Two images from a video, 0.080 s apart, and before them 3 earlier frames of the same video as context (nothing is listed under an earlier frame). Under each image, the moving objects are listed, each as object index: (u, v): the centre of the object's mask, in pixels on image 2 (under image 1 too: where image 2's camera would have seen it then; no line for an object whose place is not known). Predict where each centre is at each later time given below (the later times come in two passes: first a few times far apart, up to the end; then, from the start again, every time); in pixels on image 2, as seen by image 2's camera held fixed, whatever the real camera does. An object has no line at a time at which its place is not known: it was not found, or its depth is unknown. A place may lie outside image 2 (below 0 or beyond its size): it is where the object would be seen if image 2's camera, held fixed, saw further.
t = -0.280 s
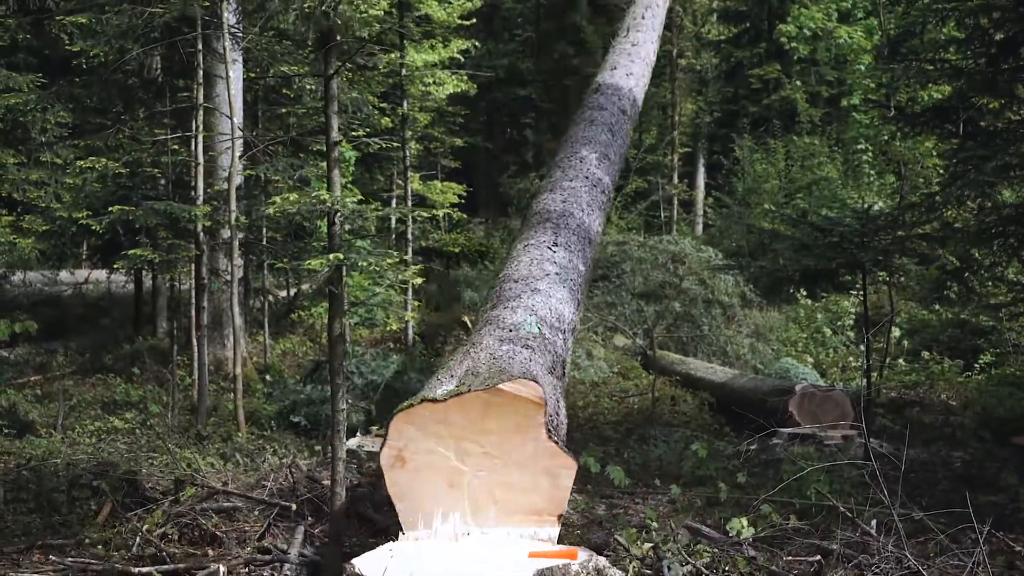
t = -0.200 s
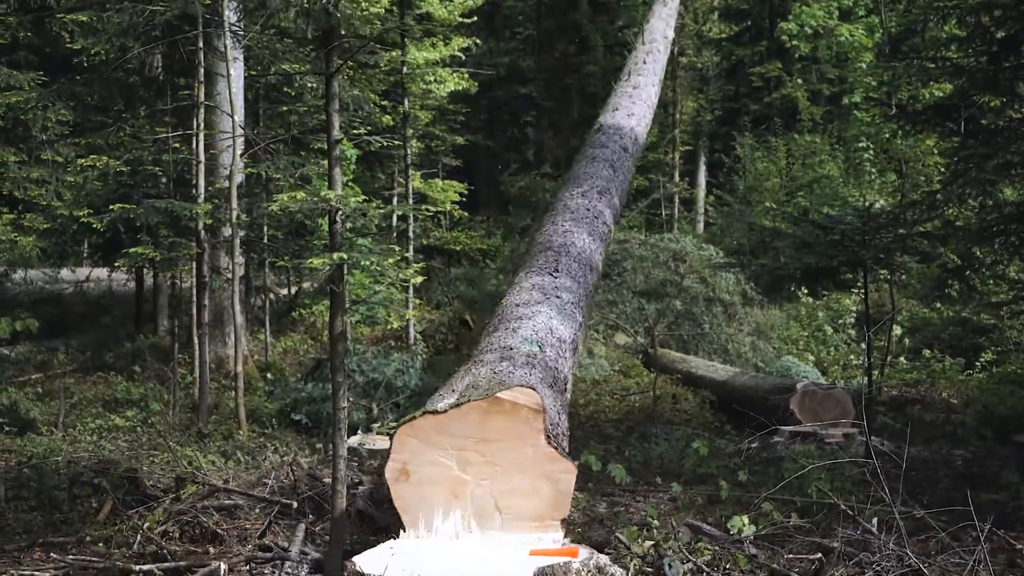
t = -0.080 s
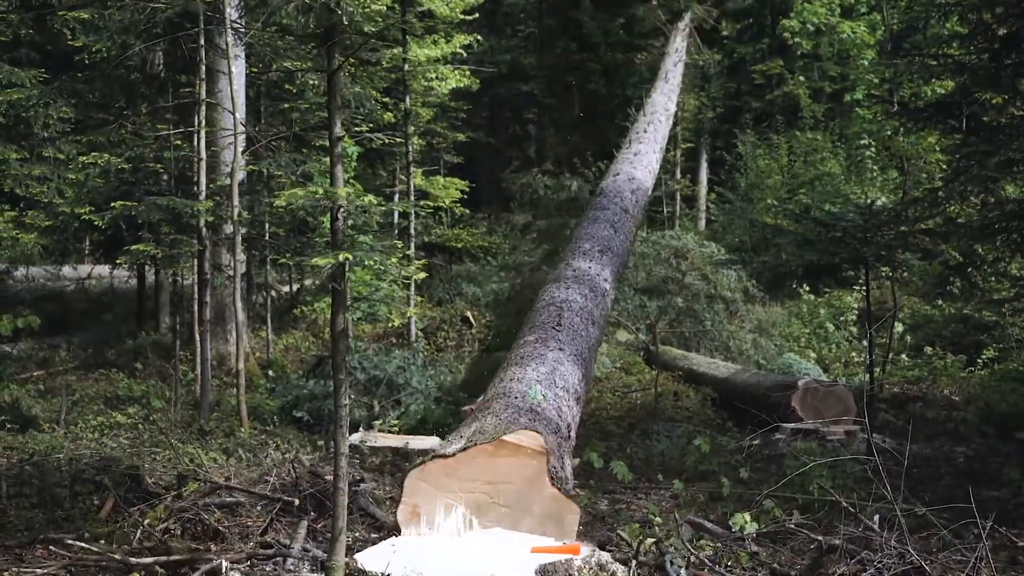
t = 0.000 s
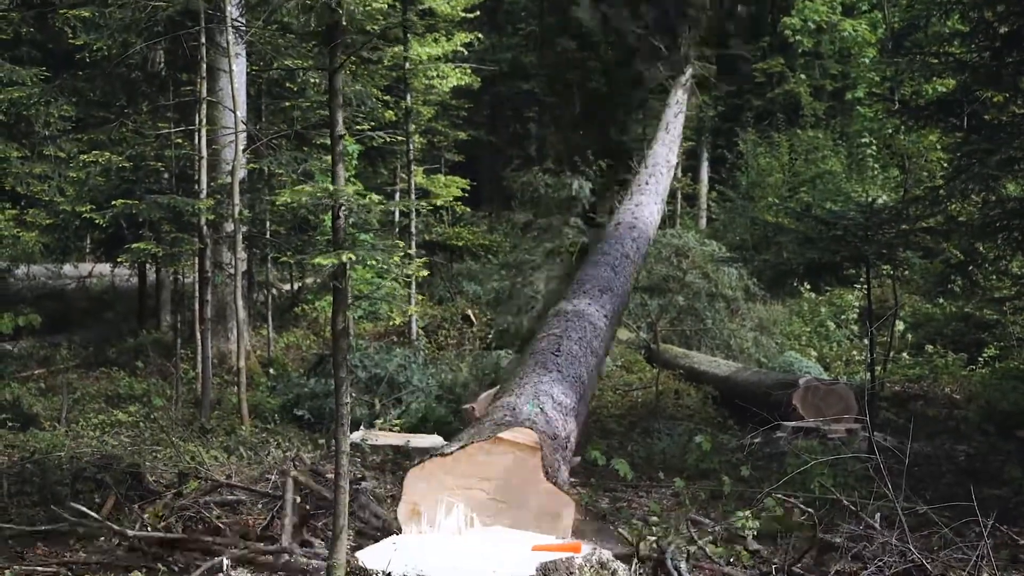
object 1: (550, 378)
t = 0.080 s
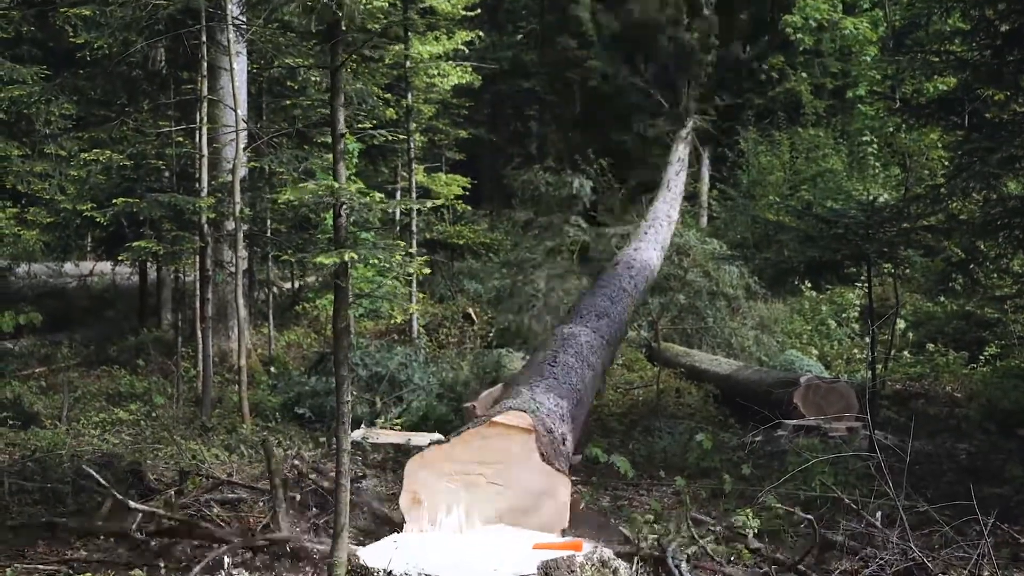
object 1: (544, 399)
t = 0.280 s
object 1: (538, 444)
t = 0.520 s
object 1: (537, 434)
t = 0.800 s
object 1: (527, 436)
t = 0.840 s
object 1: (530, 438)
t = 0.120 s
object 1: (543, 408)
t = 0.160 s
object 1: (541, 417)
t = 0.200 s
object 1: (540, 425)
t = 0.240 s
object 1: (533, 440)
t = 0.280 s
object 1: (538, 444)
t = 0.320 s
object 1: (537, 446)
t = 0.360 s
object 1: (536, 440)
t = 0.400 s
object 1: (534, 438)
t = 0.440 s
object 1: (537, 439)
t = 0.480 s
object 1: (538, 437)
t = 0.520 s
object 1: (537, 434)
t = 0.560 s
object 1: (535, 433)
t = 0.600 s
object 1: (533, 431)
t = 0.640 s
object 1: (530, 430)
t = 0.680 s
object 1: (530, 428)
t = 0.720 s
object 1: (529, 428)
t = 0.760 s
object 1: (528, 431)
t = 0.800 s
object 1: (527, 436)
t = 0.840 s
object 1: (530, 438)
